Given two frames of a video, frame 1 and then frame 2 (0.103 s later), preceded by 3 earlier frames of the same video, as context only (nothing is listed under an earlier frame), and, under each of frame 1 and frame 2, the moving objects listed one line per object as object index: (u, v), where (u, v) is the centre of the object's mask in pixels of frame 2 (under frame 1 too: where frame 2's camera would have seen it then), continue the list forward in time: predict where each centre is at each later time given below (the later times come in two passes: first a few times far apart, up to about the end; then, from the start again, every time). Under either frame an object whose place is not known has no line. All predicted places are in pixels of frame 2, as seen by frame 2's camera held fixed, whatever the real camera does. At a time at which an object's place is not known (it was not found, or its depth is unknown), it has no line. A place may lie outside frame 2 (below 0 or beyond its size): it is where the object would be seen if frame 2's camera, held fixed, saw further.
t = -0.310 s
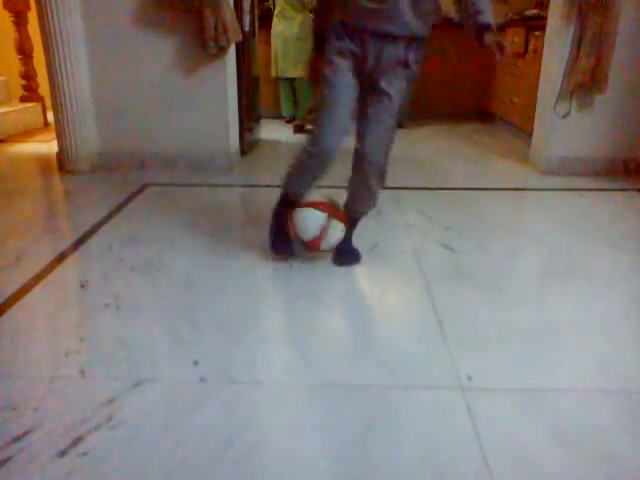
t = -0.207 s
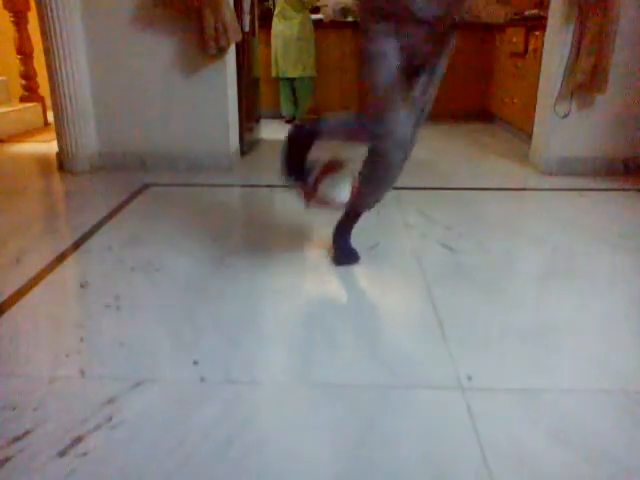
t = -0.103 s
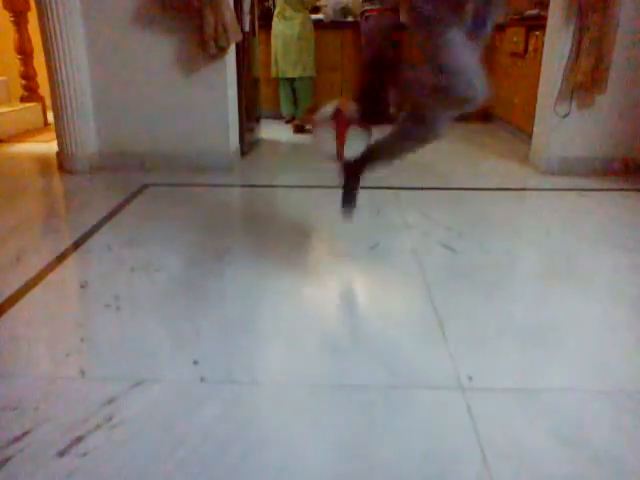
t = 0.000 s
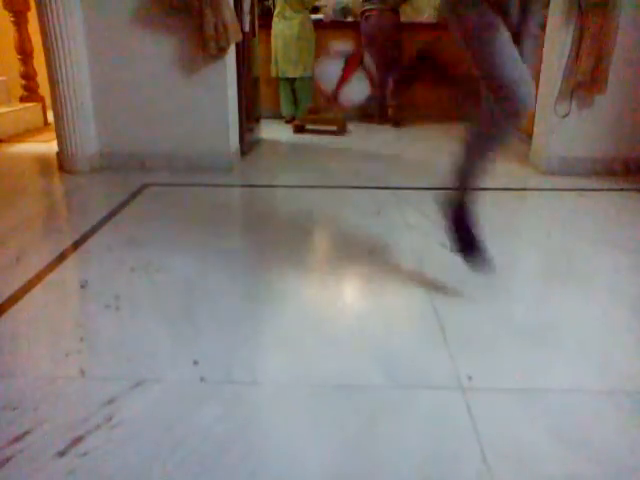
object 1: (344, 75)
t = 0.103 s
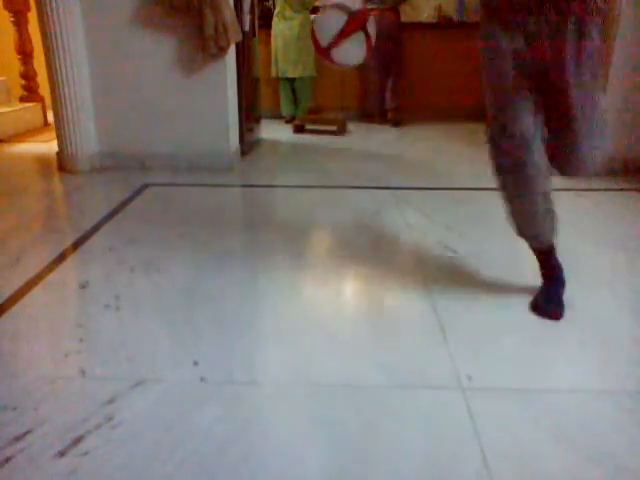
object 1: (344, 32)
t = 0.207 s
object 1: (342, 25)
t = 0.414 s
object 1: (339, 94)
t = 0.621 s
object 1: (334, 213)
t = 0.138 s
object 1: (343, 28)
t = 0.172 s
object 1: (343, 25)
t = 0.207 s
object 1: (342, 25)
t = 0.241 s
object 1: (342, 27)
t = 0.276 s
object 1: (341, 31)
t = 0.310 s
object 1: (340, 40)
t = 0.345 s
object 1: (340, 53)
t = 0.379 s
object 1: (339, 74)
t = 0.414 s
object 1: (339, 94)
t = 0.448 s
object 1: (337, 117)
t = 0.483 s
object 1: (335, 146)
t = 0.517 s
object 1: (334, 177)
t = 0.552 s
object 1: (332, 214)
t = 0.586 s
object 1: (332, 239)
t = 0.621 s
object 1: (334, 213)
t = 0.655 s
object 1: (336, 190)
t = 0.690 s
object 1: (338, 169)
